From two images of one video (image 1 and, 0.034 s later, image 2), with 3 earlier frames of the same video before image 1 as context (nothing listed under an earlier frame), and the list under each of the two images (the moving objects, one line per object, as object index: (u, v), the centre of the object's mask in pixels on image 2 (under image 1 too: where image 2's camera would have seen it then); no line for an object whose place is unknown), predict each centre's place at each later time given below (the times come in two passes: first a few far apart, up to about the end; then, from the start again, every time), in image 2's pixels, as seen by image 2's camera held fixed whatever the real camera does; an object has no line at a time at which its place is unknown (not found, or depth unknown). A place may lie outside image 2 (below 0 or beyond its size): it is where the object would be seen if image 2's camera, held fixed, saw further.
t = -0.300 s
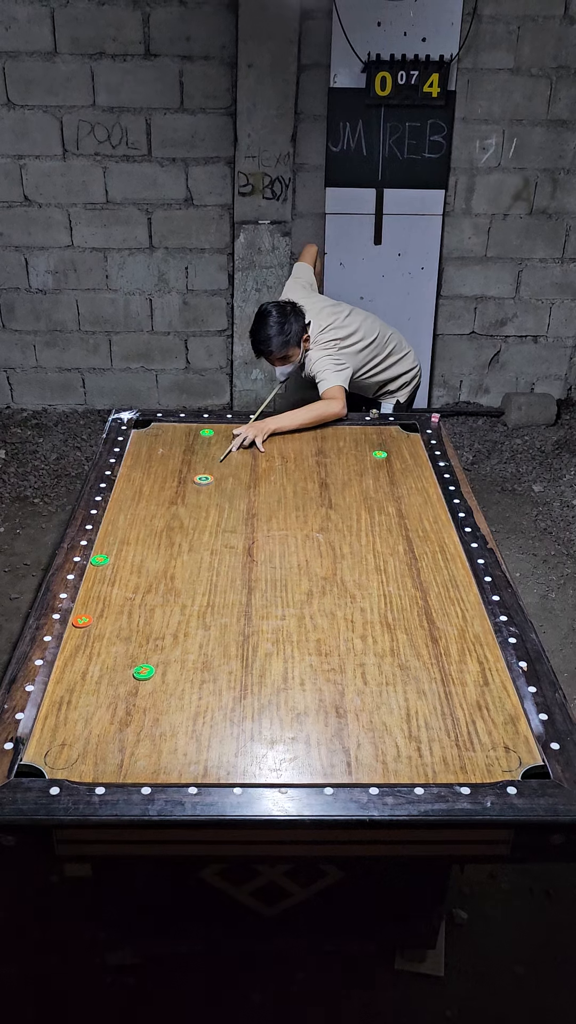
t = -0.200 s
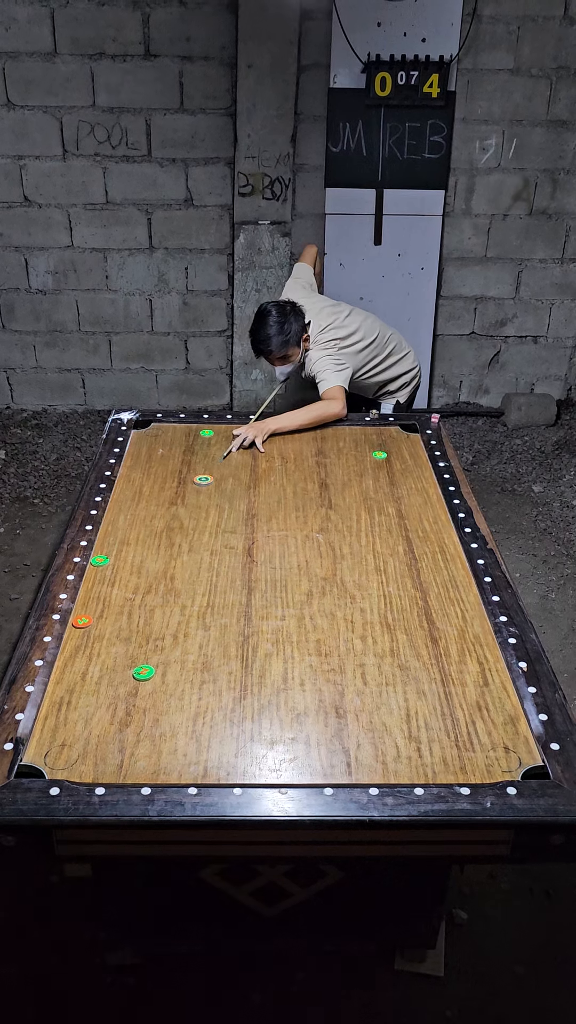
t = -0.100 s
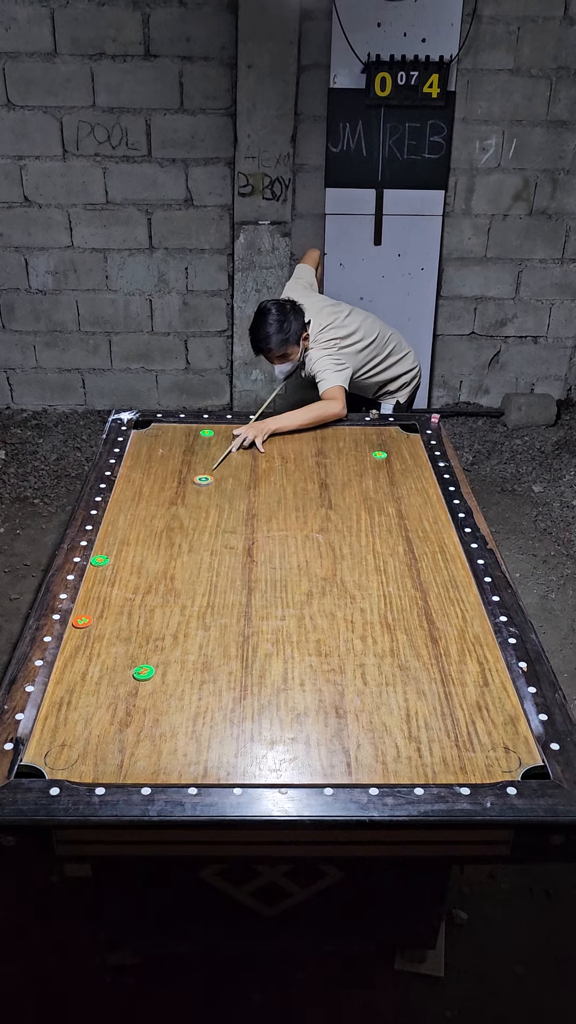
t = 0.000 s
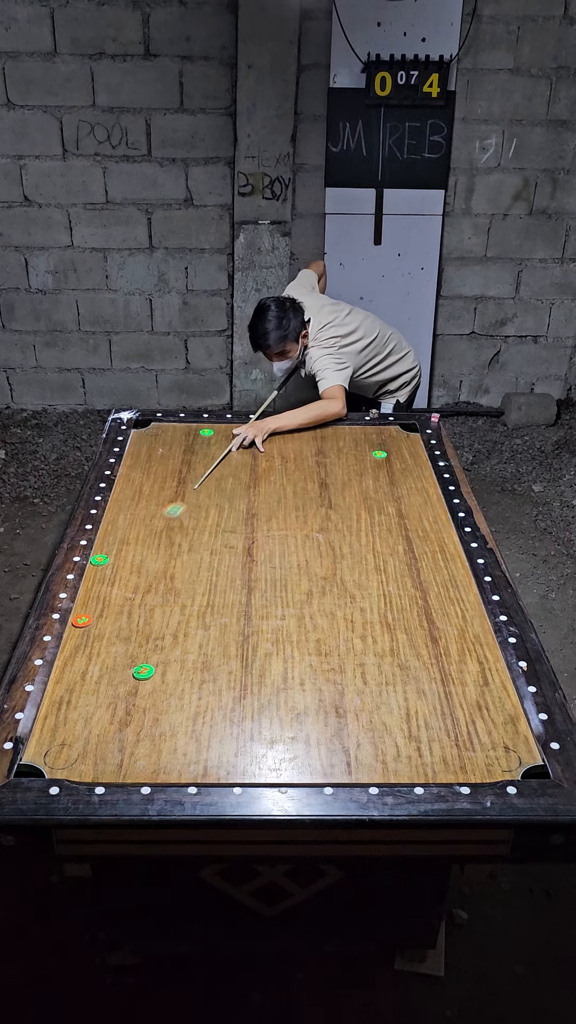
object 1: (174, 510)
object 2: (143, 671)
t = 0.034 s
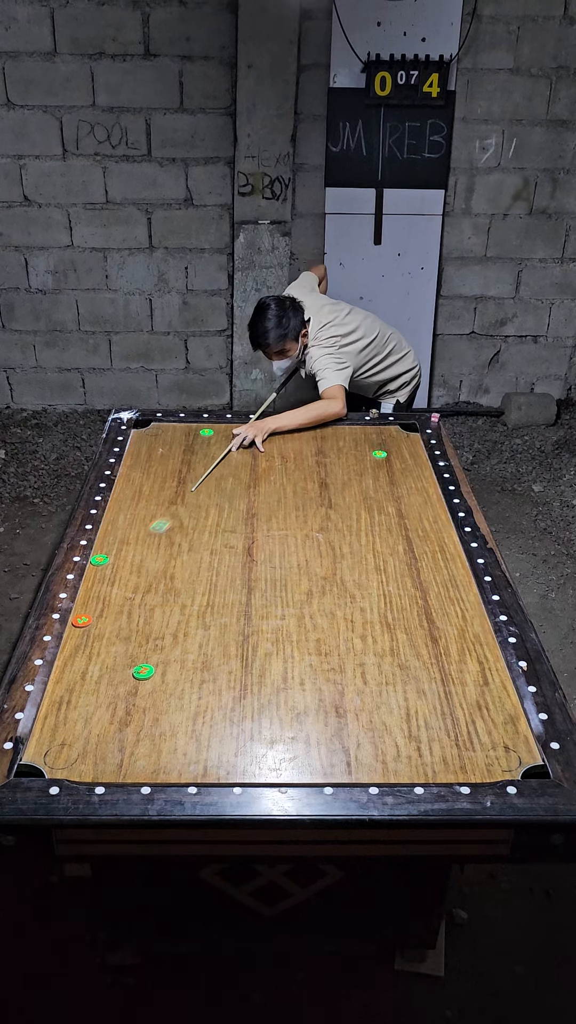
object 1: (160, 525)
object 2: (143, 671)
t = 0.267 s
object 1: (99, 630)
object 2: (143, 671)
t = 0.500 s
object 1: (126, 683)
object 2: (186, 694)
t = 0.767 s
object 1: (131, 717)
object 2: (294, 751)
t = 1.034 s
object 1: (132, 731)
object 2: (374, 762)
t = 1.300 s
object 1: (132, 732)
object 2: (413, 743)
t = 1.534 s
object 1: (132, 732)
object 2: (428, 735)
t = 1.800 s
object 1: (132, 732)
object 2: (428, 734)
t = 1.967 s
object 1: (132, 731)
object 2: (428, 734)
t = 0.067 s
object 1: (145, 542)
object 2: (143, 671)
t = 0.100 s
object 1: (129, 560)
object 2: (143, 671)
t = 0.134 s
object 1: (112, 579)
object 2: (143, 671)
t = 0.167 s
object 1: (94, 598)
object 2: (143, 671)
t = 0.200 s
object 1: (88, 613)
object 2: (143, 671)
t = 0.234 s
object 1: (93, 622)
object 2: (143, 671)
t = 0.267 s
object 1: (99, 630)
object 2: (143, 671)
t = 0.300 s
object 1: (105, 639)
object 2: (143, 671)
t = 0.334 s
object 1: (111, 648)
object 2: (143, 671)
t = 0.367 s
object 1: (117, 657)
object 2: (143, 671)
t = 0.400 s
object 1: (123, 665)
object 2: (145, 672)
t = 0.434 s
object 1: (124, 671)
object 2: (159, 680)
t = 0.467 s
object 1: (125, 677)
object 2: (173, 687)
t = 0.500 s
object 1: (126, 683)
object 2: (186, 694)
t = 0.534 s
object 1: (126, 688)
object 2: (200, 702)
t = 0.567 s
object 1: (127, 693)
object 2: (214, 709)
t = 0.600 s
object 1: (128, 698)
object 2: (227, 716)
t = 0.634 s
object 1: (129, 703)
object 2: (241, 723)
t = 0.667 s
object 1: (129, 707)
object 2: (254, 730)
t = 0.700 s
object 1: (130, 711)
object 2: (267, 738)
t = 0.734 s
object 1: (130, 714)
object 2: (280, 744)
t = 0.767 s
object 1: (131, 717)
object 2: (294, 751)
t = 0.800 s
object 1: (131, 720)
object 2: (307, 758)
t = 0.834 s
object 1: (132, 723)
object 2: (320, 766)
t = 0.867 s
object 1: (131, 725)
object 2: (333, 772)
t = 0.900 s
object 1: (132, 728)
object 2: (344, 775)
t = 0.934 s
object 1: (132, 729)
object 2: (352, 772)
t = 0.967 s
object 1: (132, 730)
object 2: (360, 769)
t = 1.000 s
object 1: (132, 731)
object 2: (367, 766)
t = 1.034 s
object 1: (132, 731)
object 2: (374, 762)
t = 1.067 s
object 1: (132, 732)
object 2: (380, 760)
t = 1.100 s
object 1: (132, 732)
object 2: (386, 756)
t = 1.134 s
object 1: (132, 732)
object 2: (392, 754)
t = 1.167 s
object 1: (132, 732)
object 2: (397, 752)
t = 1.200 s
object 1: (132, 732)
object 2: (401, 749)
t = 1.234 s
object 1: (132, 732)
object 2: (406, 747)
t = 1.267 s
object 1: (132, 732)
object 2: (410, 745)
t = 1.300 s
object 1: (132, 732)
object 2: (413, 743)
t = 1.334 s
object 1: (132, 732)
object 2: (416, 742)
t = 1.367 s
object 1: (133, 732)
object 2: (419, 740)
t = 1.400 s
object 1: (133, 732)
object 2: (422, 739)
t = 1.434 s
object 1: (132, 731)
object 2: (424, 737)
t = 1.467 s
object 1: (132, 732)
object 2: (426, 736)
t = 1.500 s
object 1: (132, 732)
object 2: (427, 736)
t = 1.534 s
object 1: (132, 732)
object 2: (428, 735)
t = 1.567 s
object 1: (132, 732)
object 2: (428, 734)
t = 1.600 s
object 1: (132, 732)
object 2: (429, 734)
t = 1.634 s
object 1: (132, 732)
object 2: (429, 734)
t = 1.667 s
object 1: (132, 731)
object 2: (428, 734)
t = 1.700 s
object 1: (132, 731)
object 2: (428, 734)
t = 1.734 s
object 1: (132, 732)
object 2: (428, 734)
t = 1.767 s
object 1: (132, 732)
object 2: (428, 734)
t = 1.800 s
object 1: (132, 732)
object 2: (428, 734)
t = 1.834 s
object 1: (132, 731)
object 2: (428, 734)
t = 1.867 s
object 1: (132, 732)
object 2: (428, 734)
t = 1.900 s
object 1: (132, 731)
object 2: (428, 734)
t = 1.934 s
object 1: (132, 731)
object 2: (429, 734)
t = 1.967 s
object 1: (132, 731)
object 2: (428, 734)
